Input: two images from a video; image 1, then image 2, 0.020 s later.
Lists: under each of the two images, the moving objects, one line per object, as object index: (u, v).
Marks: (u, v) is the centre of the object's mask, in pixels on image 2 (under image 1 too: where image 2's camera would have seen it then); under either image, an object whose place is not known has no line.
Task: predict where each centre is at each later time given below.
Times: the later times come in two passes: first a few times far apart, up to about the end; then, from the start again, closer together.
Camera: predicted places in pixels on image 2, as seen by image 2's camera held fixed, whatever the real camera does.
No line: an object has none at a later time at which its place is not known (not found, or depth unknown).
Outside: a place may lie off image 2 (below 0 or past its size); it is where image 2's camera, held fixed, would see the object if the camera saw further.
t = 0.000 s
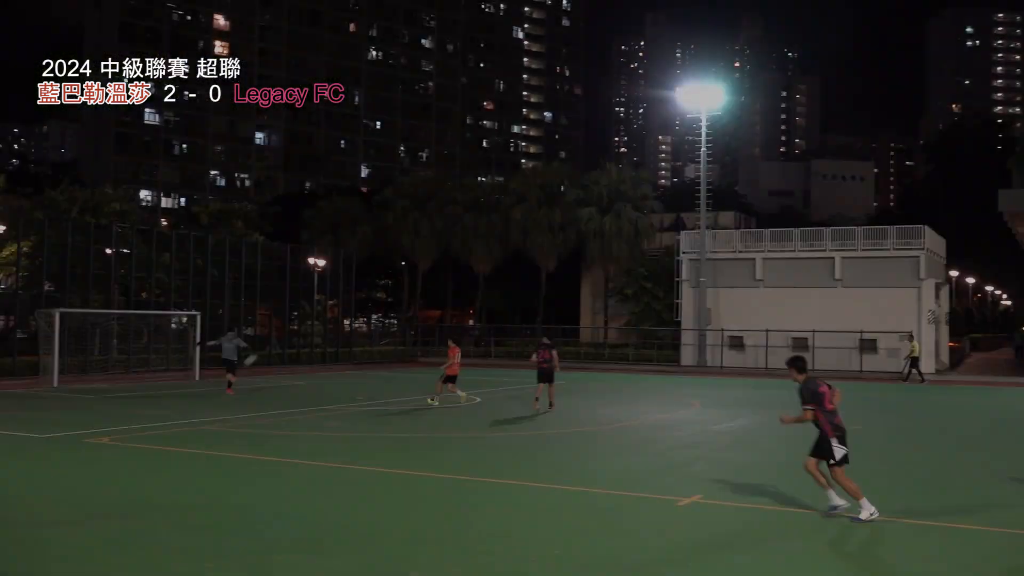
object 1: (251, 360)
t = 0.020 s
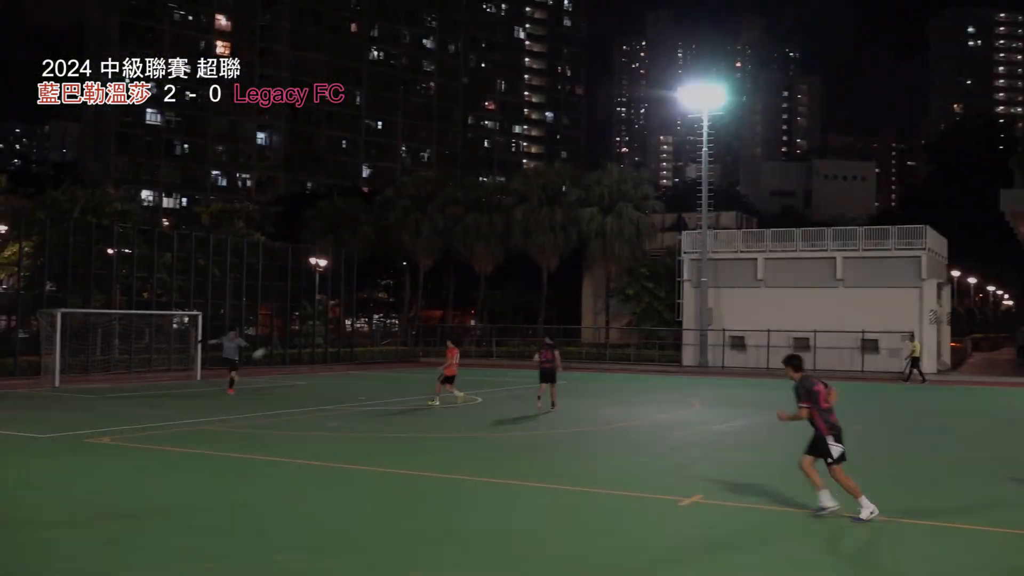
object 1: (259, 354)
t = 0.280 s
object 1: (365, 264)
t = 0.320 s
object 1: (384, 251)
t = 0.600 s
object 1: (534, 160)
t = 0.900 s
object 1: (743, 71)
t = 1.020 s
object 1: (846, 41)
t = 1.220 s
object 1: (1061, -4)
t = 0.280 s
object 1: (365, 264)
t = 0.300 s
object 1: (375, 258)
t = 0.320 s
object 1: (384, 251)
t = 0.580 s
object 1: (521, 166)
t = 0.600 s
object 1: (534, 160)
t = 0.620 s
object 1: (546, 153)
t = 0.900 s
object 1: (743, 71)
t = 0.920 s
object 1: (759, 66)
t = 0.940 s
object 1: (775, 61)
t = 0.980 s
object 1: (810, 51)
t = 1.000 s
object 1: (828, 46)
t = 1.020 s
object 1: (846, 41)
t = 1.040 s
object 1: (865, 36)
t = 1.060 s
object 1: (884, 31)
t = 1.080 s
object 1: (905, 26)
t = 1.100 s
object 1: (925, 22)
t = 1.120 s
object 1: (946, 17)
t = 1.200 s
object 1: (1037, 0)
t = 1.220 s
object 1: (1061, -4)
